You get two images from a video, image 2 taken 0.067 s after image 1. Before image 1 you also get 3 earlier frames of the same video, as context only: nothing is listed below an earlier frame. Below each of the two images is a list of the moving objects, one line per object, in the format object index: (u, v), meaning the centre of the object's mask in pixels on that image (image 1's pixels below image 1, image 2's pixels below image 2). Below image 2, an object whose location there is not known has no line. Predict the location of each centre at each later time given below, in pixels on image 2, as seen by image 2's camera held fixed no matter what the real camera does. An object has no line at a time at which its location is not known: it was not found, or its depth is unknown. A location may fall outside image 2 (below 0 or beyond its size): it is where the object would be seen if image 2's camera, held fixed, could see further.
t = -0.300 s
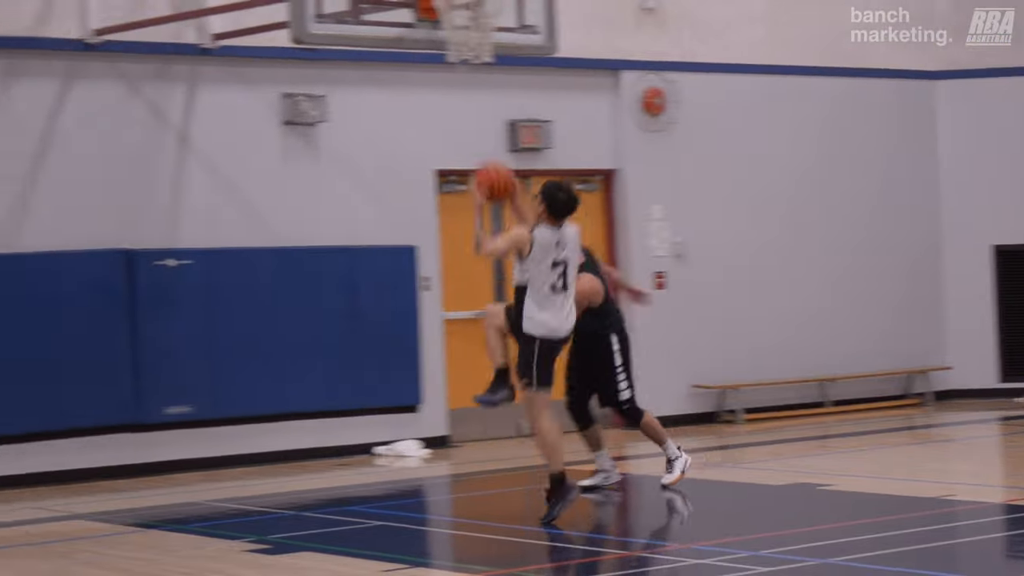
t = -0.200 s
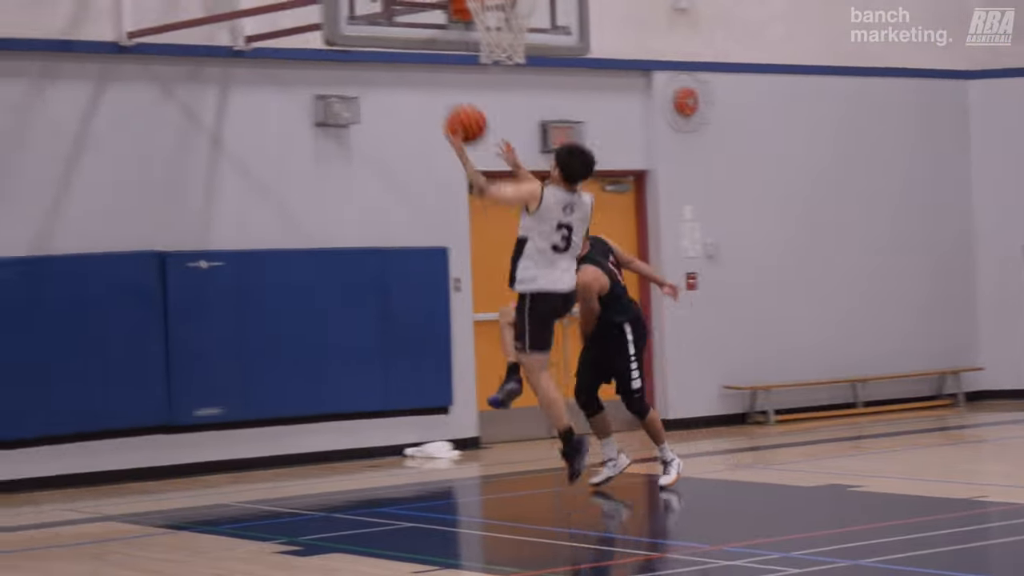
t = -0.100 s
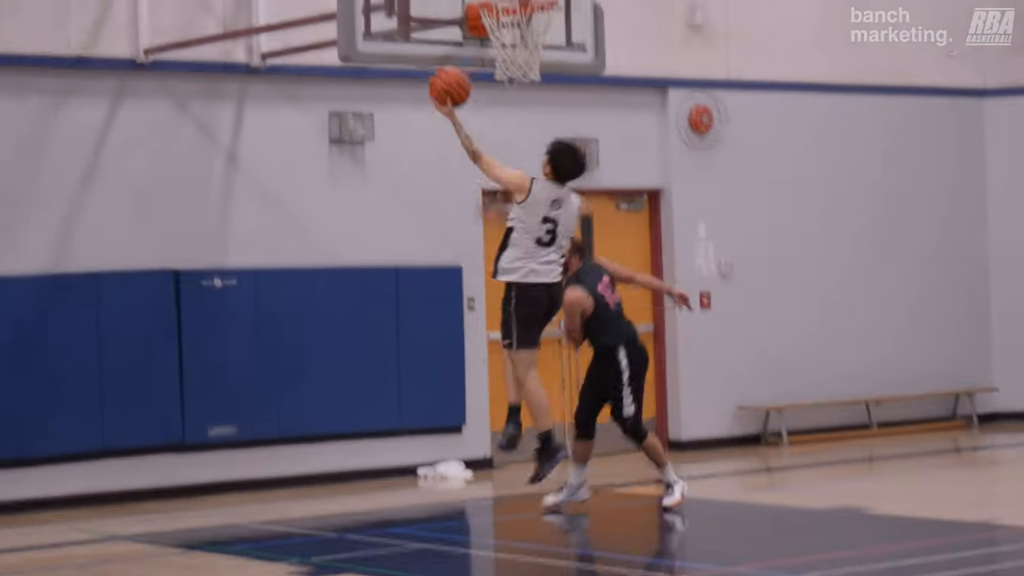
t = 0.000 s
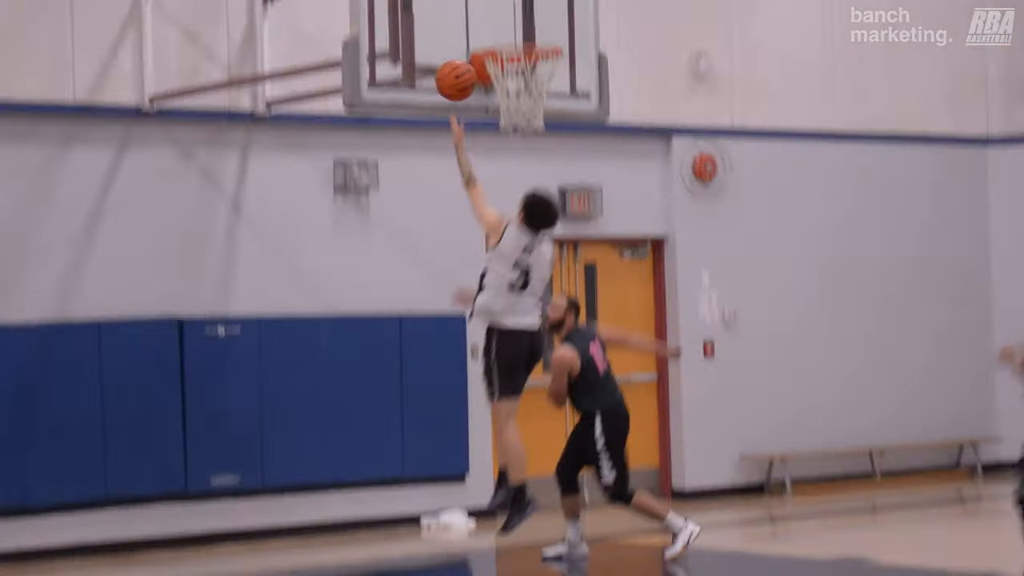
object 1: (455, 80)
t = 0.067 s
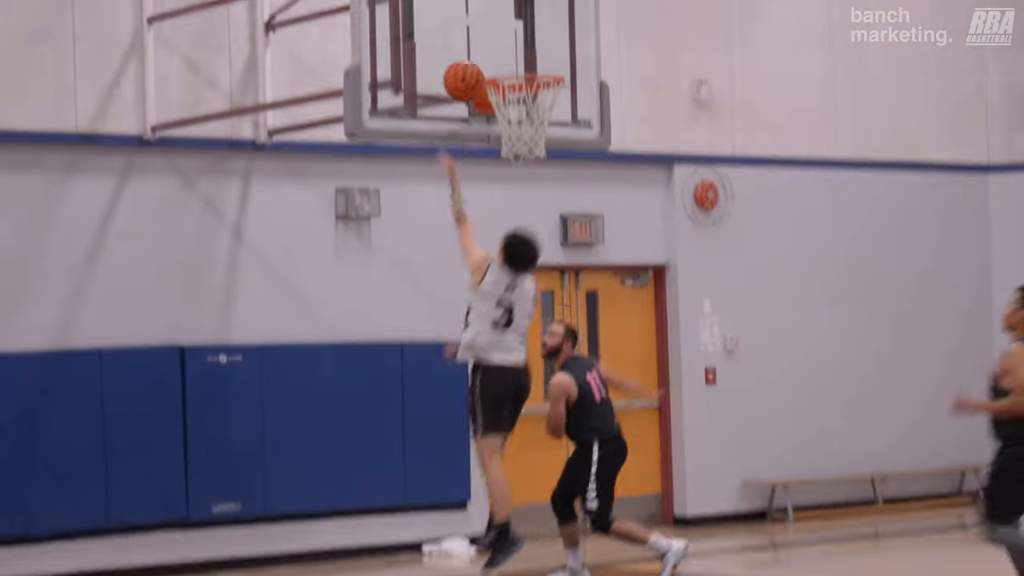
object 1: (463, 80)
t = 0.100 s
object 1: (467, 68)
